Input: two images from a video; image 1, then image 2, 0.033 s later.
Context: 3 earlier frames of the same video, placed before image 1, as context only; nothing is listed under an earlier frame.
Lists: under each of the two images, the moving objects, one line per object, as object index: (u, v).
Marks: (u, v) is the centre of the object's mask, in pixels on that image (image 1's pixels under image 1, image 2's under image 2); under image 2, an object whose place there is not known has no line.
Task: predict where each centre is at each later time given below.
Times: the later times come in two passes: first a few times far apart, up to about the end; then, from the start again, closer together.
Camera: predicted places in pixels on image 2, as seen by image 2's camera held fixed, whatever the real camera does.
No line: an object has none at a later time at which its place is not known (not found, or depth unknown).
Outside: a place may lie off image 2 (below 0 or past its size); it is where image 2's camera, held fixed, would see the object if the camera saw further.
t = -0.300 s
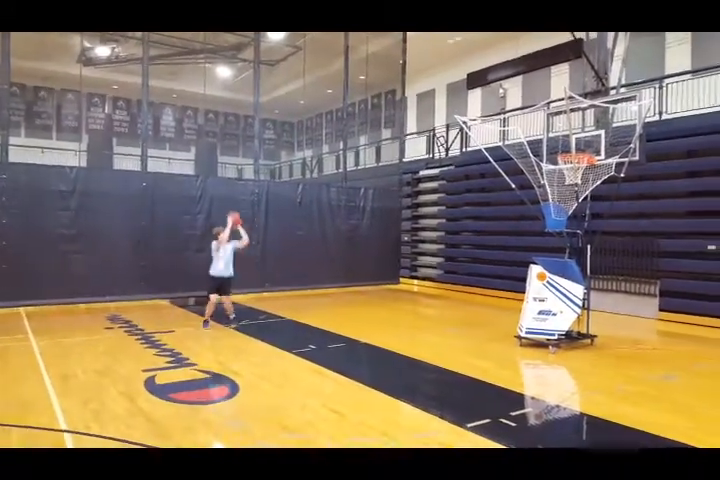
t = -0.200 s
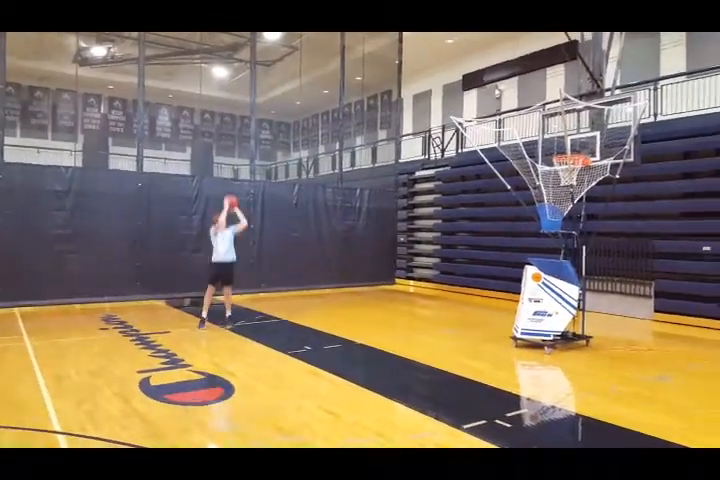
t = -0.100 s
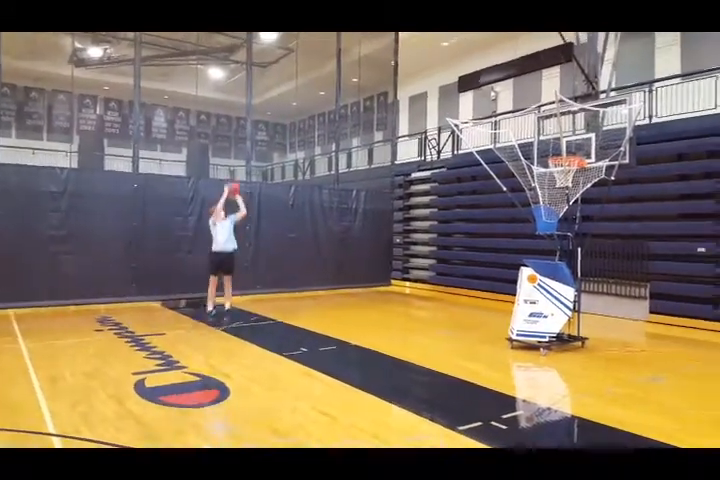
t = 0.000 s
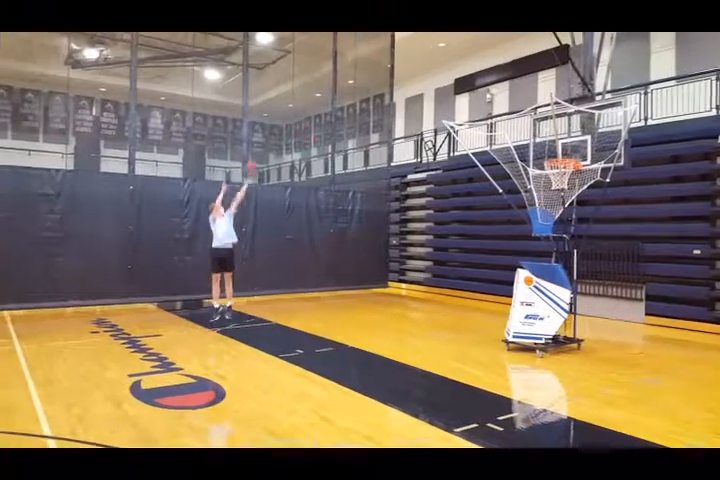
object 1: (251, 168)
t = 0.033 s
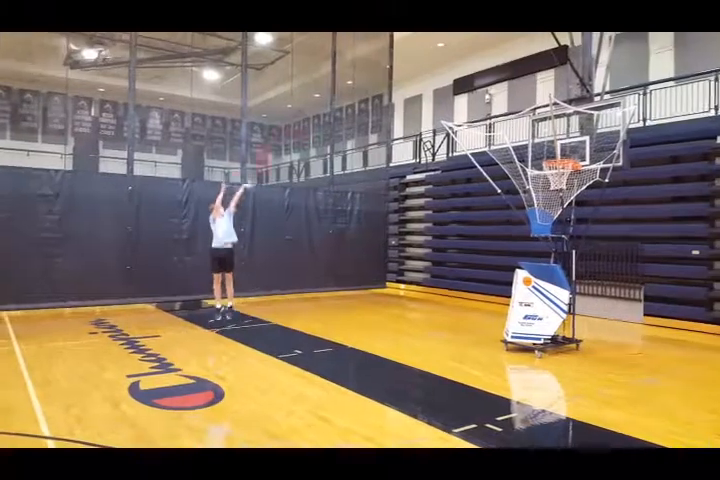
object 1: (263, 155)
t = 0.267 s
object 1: (334, 115)
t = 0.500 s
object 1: (406, 97)
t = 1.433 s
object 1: (564, 190)
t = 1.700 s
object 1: (560, 200)
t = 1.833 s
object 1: (542, 205)
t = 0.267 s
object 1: (334, 115)
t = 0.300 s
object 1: (342, 106)
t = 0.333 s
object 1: (352, 105)
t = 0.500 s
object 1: (406, 97)
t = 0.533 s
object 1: (417, 97)
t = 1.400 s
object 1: (565, 191)
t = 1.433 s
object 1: (564, 190)
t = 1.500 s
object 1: (569, 198)
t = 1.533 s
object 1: (569, 198)
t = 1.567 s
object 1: (568, 198)
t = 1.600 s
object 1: (566, 198)
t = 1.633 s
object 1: (564, 198)
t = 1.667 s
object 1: (560, 200)
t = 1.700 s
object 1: (560, 200)
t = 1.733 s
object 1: (555, 199)
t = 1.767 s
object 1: (550, 204)
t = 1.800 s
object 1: (549, 204)
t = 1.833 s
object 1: (542, 205)
